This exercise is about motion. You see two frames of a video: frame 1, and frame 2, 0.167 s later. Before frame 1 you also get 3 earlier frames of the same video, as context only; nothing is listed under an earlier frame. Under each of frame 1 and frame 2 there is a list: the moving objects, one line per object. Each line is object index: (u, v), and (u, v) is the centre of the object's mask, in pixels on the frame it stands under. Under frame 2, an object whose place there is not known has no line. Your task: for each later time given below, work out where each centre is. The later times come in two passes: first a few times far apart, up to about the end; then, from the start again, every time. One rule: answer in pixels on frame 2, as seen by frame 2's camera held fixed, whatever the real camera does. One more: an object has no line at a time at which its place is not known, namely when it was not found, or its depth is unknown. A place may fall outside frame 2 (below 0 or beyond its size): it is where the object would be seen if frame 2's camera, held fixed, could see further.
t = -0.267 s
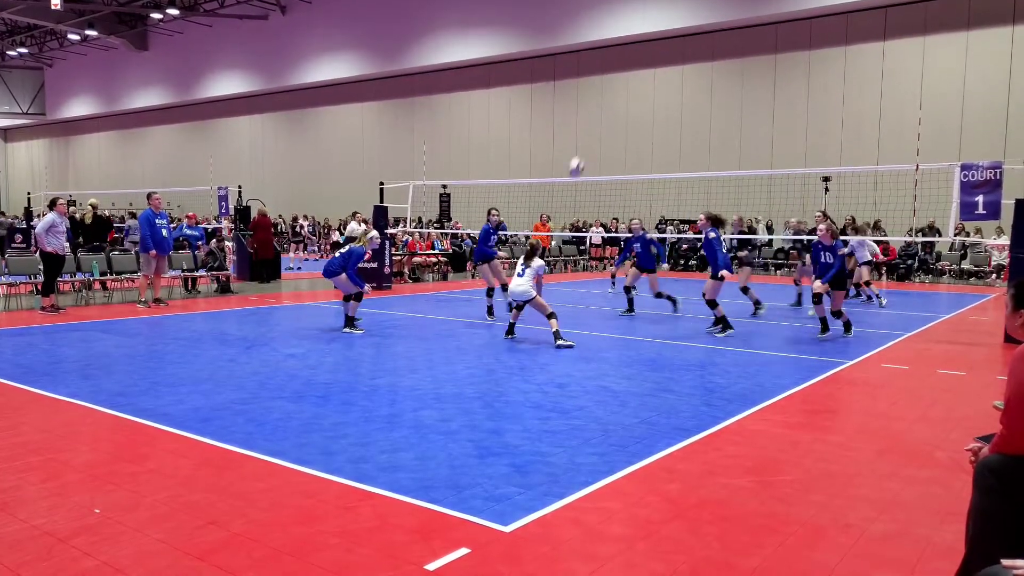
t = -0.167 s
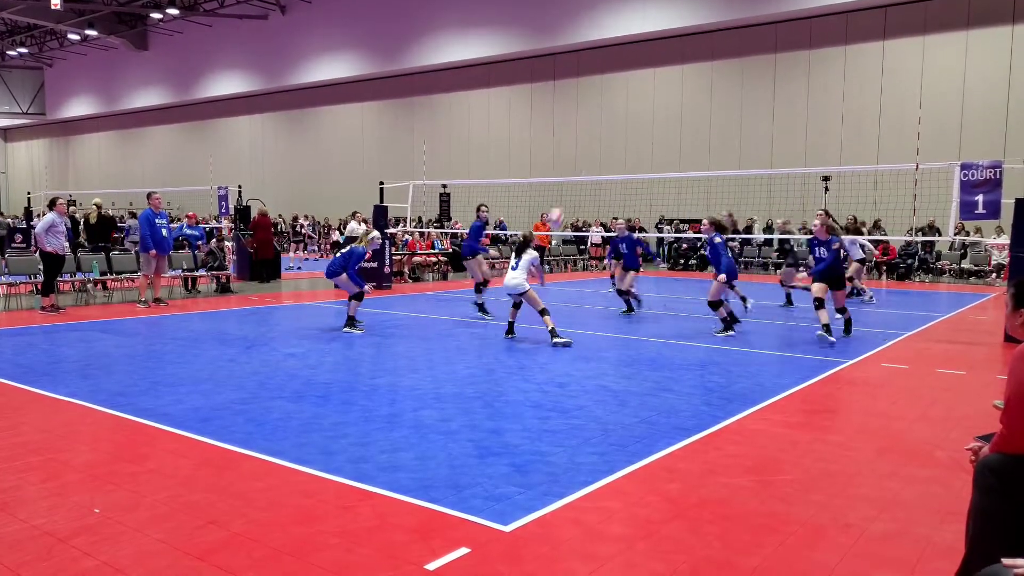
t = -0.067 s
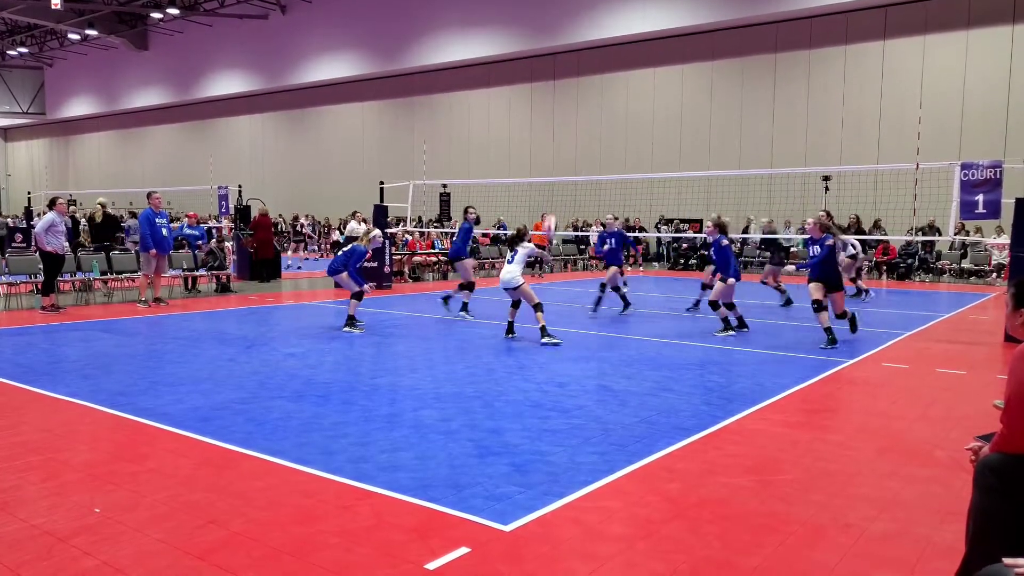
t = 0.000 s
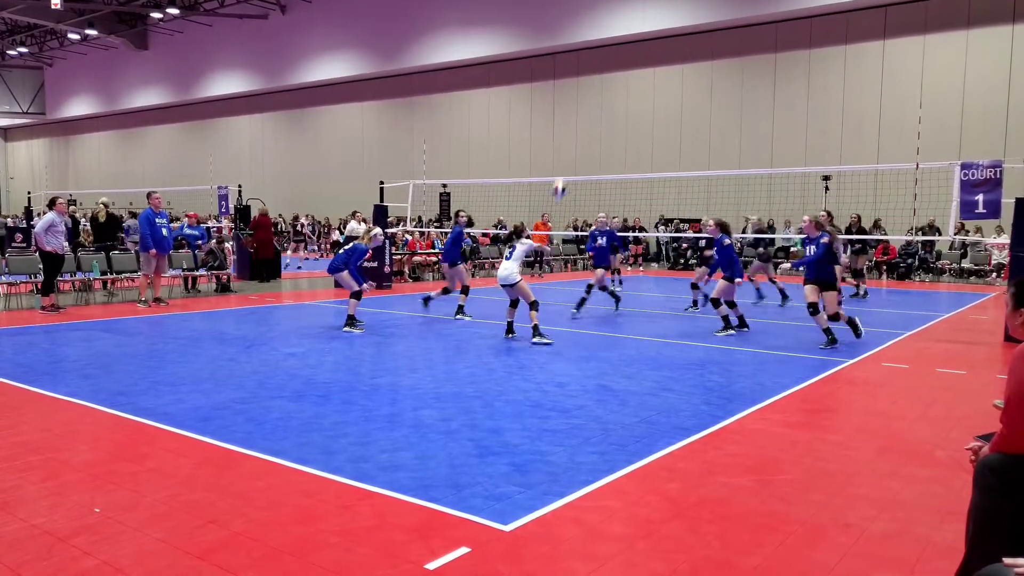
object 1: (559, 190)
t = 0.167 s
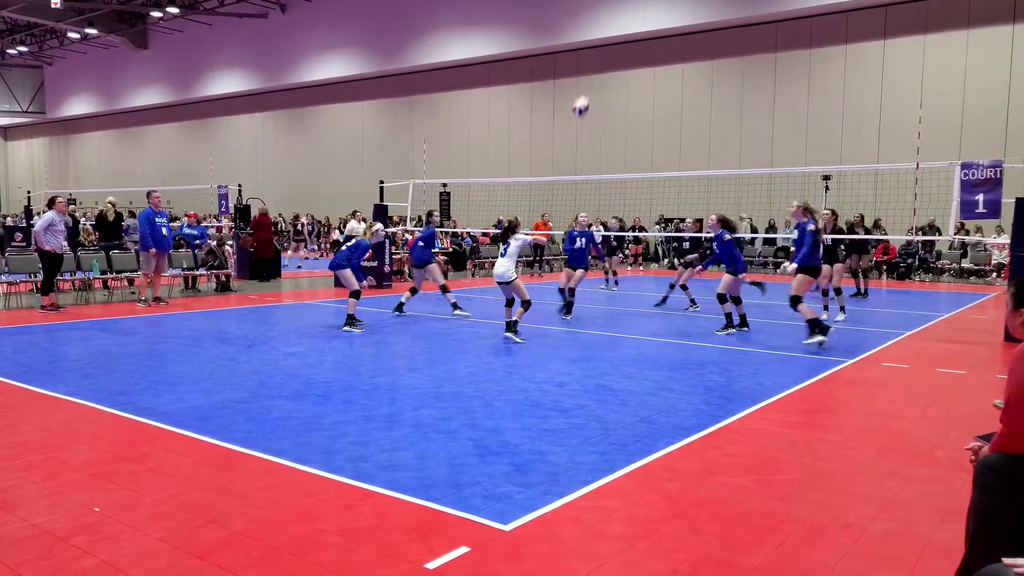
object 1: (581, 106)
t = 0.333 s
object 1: (601, 51)
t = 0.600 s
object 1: (631, 12)
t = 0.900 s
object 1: (661, 36)
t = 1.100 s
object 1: (677, 90)
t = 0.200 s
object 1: (586, 92)
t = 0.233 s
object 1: (589, 80)
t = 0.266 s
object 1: (593, 69)
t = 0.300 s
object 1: (597, 59)
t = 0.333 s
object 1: (601, 51)
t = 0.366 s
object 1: (605, 43)
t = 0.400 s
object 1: (609, 35)
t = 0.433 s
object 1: (613, 29)
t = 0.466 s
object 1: (617, 24)
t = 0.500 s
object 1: (620, 20)
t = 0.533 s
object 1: (624, 17)
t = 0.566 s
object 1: (628, 14)
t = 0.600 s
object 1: (631, 12)
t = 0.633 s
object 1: (634, 12)
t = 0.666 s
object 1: (638, 12)
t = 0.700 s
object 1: (642, 13)
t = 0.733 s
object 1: (645, 15)
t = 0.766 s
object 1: (648, 18)
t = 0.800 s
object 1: (651, 22)
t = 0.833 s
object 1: (655, 26)
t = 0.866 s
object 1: (658, 32)
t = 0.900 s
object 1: (661, 36)
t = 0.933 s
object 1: (664, 44)
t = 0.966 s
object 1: (666, 51)
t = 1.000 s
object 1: (669, 59)
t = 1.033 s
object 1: (672, 69)
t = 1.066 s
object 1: (675, 79)
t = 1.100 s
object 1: (677, 90)
